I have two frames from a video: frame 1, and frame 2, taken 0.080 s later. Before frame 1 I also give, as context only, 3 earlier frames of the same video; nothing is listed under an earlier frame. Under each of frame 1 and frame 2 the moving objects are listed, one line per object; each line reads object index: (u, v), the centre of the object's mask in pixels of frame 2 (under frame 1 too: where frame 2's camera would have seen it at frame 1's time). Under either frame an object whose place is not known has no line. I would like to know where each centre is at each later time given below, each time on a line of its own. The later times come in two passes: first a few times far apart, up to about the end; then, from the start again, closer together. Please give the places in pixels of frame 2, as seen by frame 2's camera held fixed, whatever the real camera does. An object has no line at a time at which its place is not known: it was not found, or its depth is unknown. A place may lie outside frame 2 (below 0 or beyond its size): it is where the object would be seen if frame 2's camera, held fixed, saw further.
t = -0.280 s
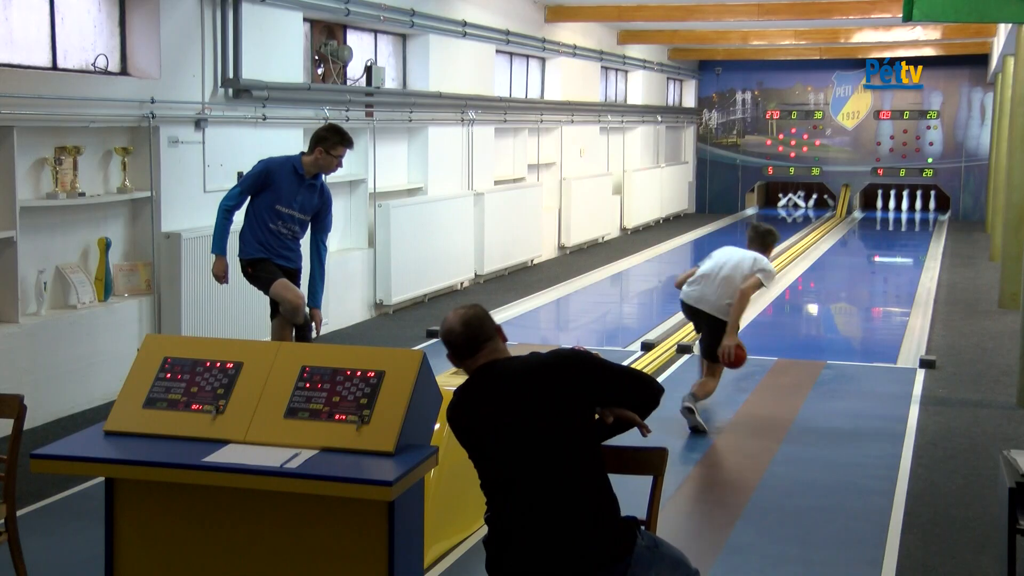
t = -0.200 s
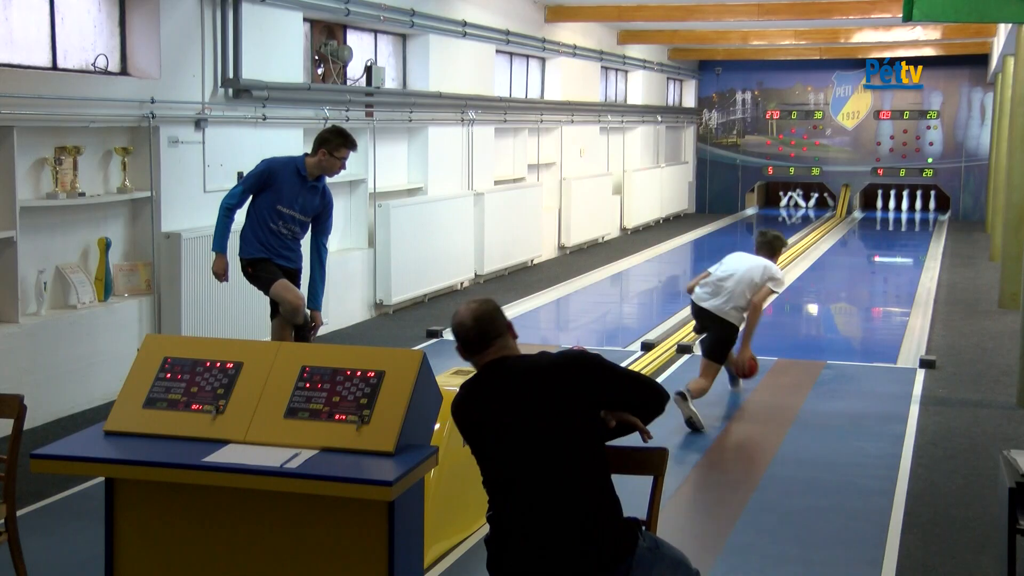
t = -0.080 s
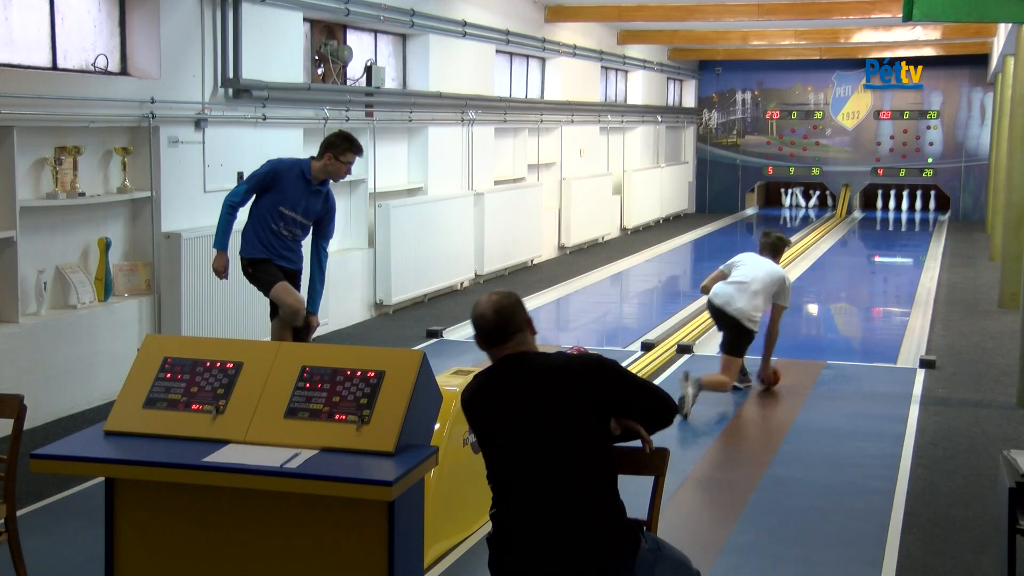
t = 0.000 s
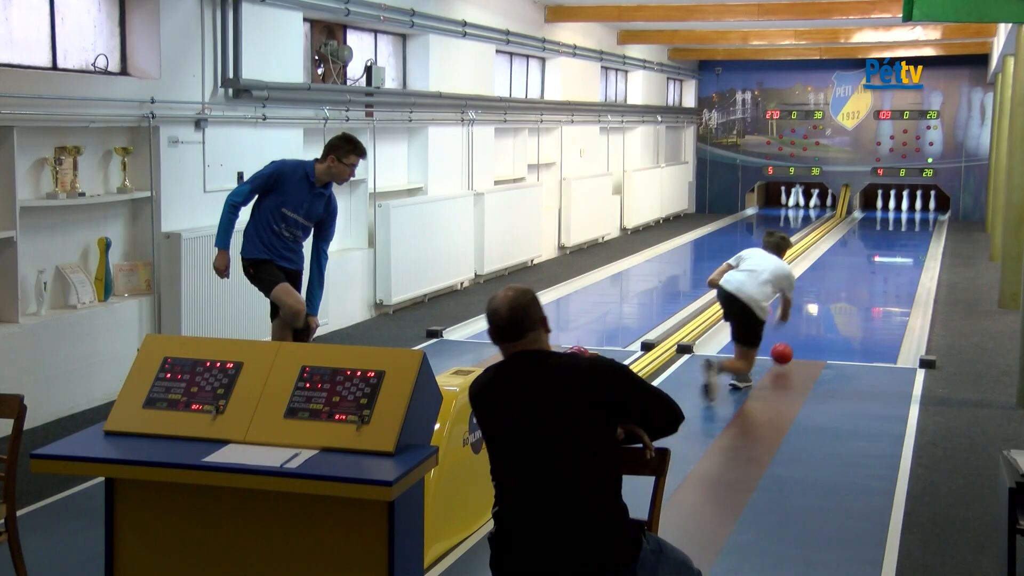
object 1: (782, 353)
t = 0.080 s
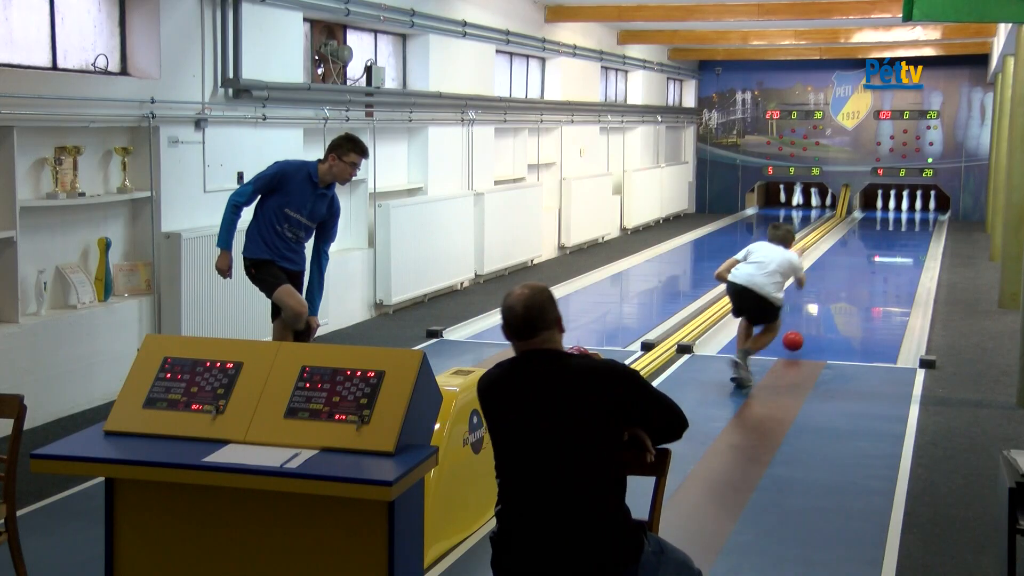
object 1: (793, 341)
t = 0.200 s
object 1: (811, 325)
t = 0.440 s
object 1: (831, 296)
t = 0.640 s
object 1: (844, 278)
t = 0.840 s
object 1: (854, 262)
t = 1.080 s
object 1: (864, 248)
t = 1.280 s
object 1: (871, 239)
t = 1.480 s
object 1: (877, 231)
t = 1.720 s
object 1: (883, 223)
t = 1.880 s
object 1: (887, 218)
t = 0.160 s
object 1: (803, 332)
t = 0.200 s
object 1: (811, 325)
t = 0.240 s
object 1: (817, 318)
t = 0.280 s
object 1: (820, 313)
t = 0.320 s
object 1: (824, 308)
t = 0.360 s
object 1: (826, 304)
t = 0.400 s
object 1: (829, 300)
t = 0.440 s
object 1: (831, 296)
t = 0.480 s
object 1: (834, 293)
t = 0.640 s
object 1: (844, 278)
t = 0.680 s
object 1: (847, 275)
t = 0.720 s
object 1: (849, 271)
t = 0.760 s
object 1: (851, 268)
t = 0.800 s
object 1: (852, 266)
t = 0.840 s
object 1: (854, 262)
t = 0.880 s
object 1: (856, 260)
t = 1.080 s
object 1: (864, 248)
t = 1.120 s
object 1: (865, 246)
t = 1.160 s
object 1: (867, 244)
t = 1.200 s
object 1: (868, 243)
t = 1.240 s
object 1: (870, 241)
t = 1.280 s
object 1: (871, 239)
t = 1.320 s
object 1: (872, 237)
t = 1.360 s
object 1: (874, 235)
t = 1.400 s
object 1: (875, 234)
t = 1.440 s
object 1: (876, 233)
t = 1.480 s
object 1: (877, 231)
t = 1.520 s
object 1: (878, 229)
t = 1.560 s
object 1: (879, 228)
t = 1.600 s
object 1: (880, 227)
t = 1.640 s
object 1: (881, 225)
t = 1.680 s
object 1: (882, 224)
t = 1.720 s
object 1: (883, 223)
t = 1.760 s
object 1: (884, 222)
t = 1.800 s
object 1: (884, 221)
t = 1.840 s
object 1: (886, 219)
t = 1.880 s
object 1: (887, 218)
